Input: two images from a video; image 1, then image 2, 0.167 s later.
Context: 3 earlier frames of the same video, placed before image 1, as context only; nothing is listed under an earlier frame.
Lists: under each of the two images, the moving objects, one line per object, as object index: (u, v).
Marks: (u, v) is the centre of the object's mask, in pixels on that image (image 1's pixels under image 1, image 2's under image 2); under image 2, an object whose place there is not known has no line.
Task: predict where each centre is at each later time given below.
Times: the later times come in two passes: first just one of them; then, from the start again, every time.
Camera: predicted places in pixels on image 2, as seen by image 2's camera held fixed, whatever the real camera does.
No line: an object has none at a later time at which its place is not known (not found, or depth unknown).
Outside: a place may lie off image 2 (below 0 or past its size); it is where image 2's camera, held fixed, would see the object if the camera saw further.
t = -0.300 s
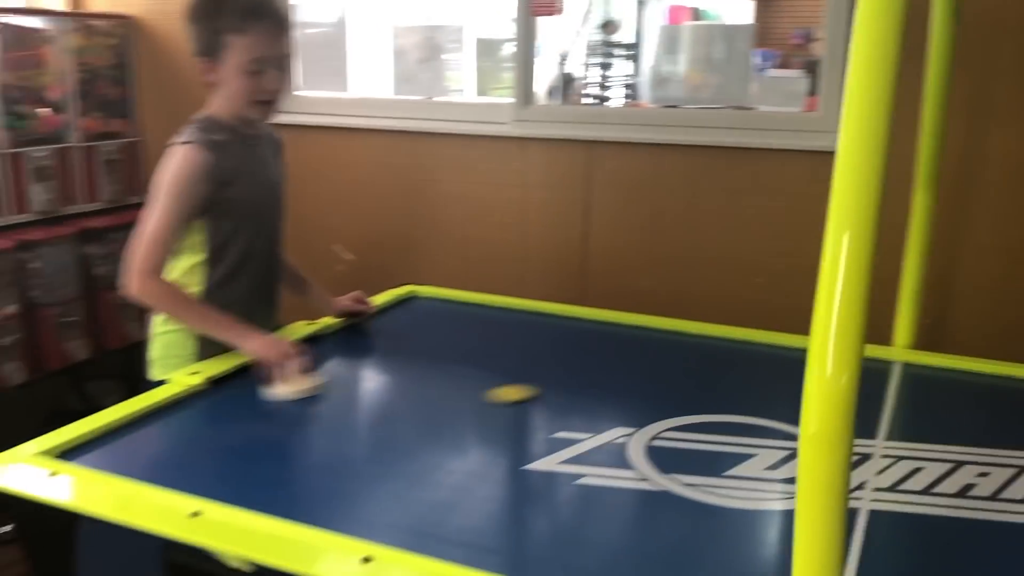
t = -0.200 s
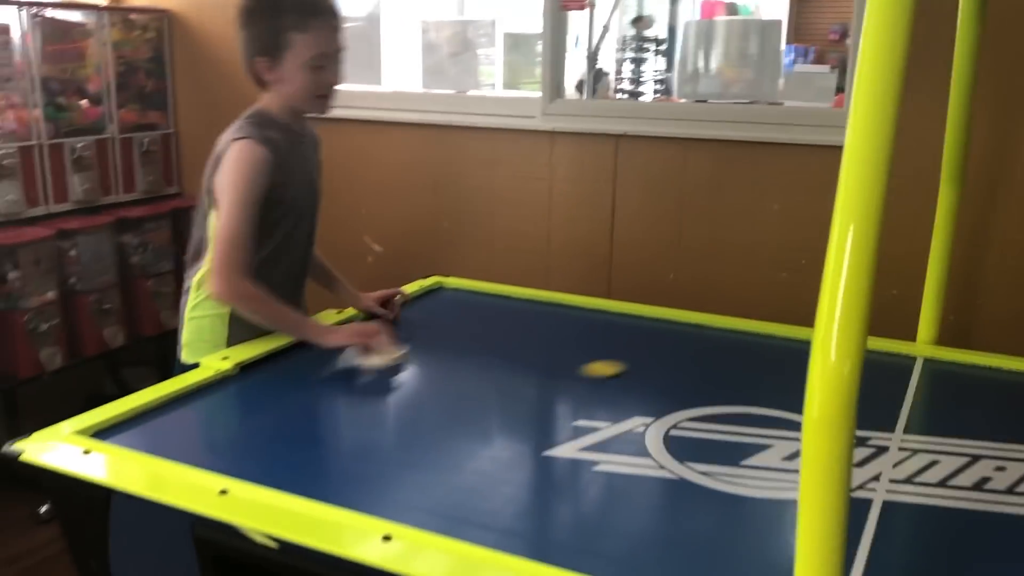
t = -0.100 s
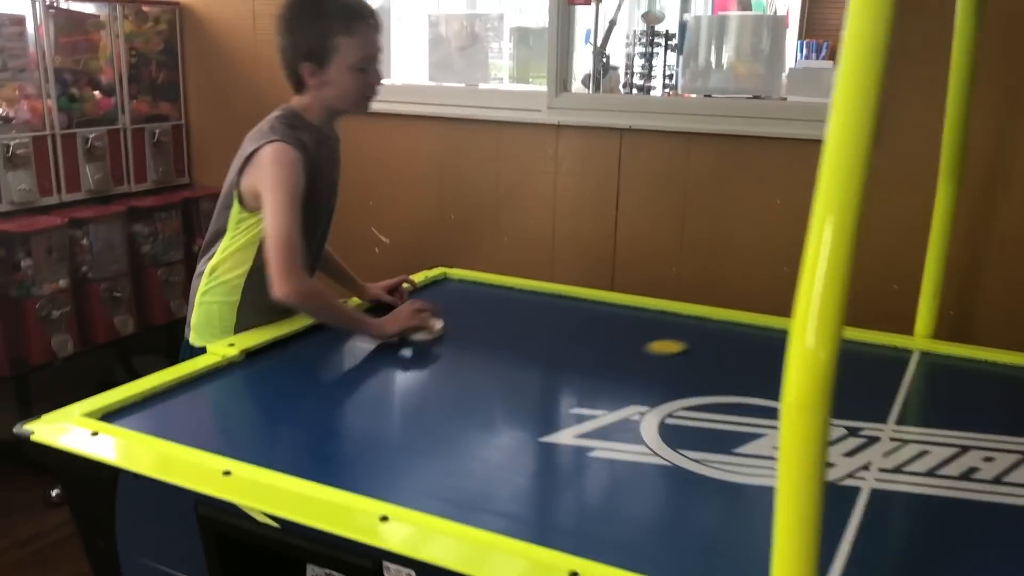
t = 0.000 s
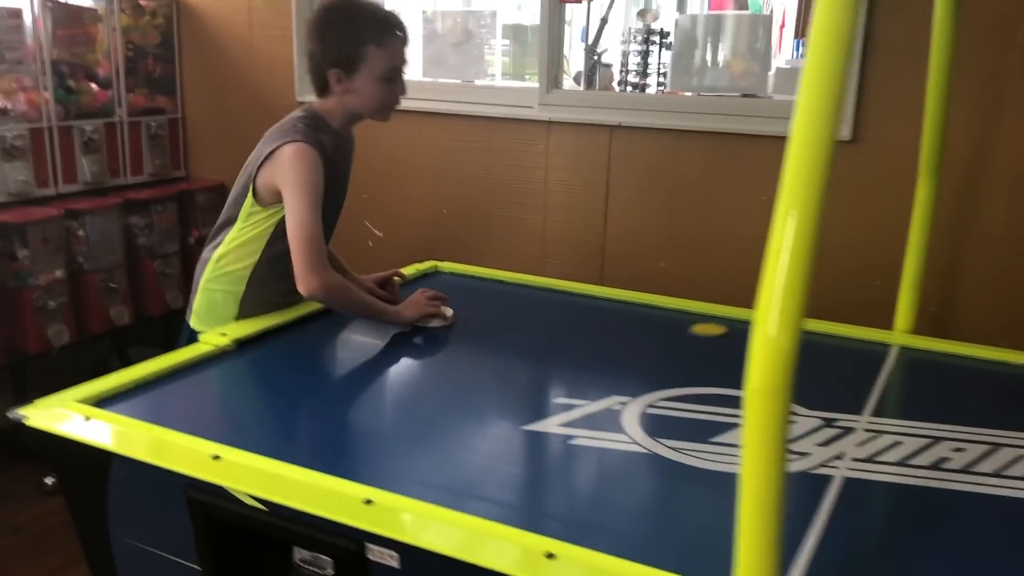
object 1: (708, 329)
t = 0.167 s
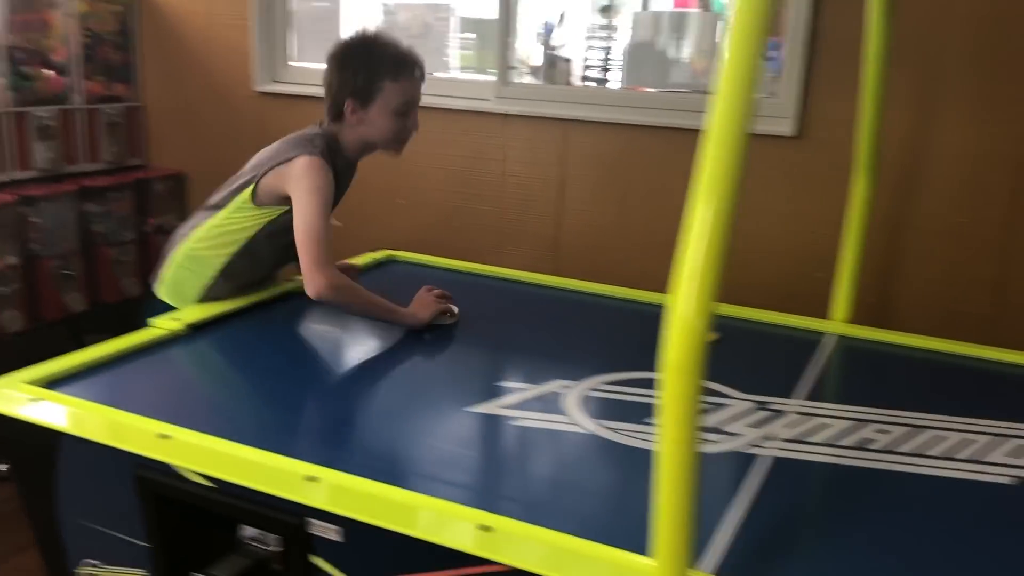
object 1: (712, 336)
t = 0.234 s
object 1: (712, 349)
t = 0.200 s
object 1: (712, 342)
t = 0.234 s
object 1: (712, 349)
